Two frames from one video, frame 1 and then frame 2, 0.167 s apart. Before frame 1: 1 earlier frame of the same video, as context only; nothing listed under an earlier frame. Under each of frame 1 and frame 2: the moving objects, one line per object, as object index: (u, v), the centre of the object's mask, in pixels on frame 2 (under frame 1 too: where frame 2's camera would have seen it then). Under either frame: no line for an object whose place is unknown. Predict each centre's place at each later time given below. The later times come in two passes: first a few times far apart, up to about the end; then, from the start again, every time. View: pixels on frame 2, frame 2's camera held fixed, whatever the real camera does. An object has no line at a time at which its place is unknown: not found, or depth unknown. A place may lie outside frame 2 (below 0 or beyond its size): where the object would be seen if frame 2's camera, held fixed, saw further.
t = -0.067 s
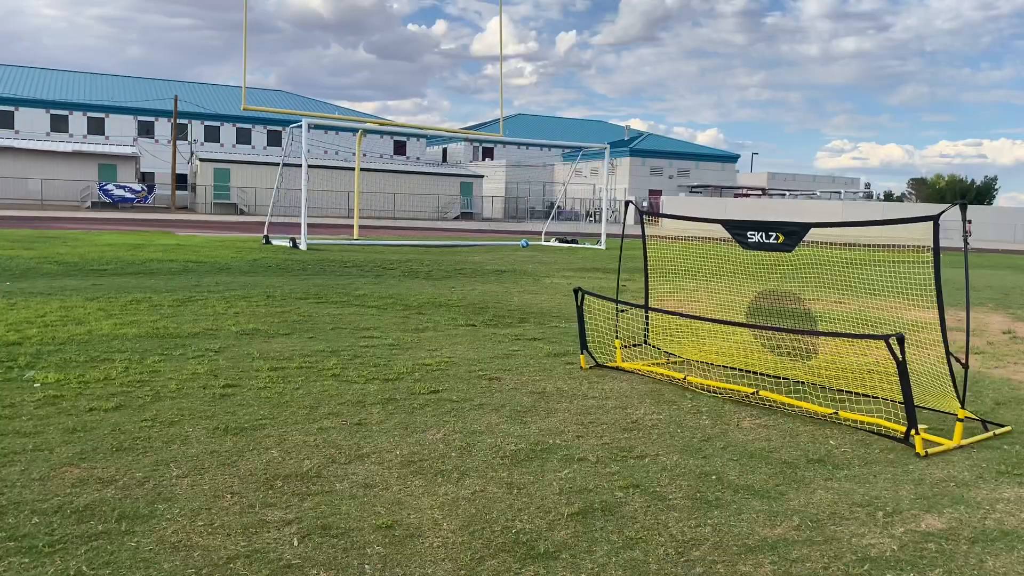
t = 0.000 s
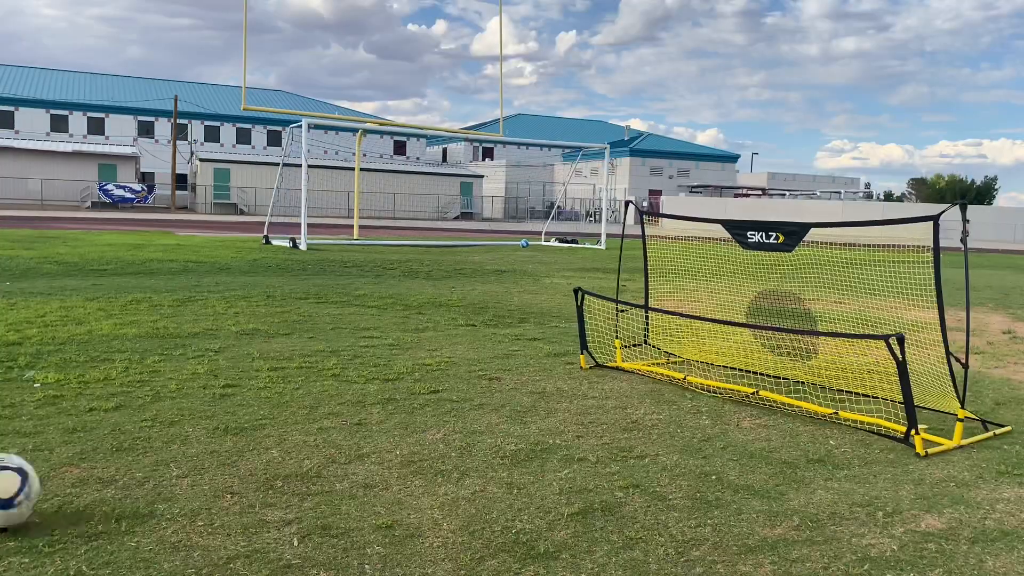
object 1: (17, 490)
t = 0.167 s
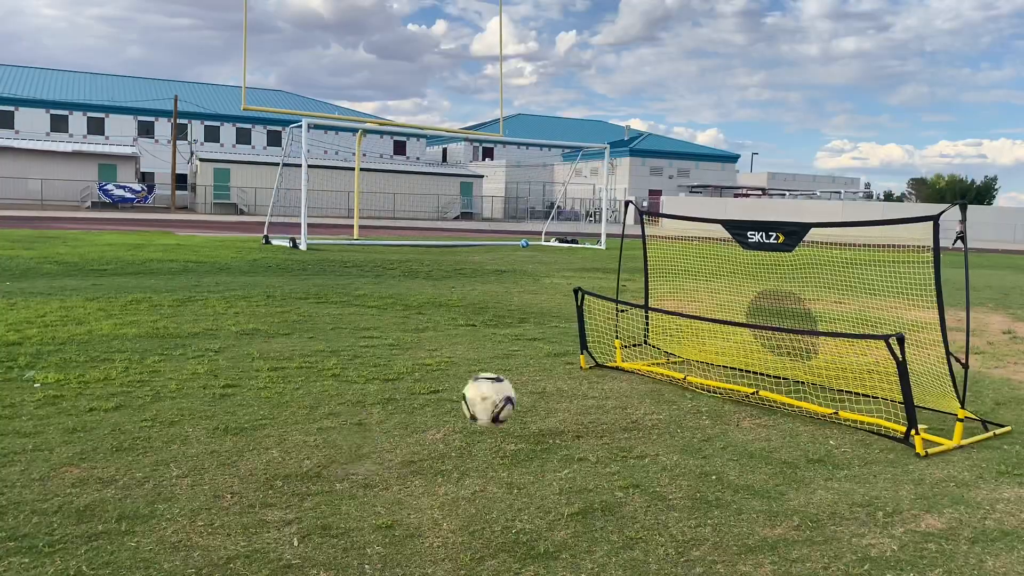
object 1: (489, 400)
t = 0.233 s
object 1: (596, 368)
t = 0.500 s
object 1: (686, 349)
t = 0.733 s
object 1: (518, 369)
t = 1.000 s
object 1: (344, 376)
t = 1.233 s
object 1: (143, 411)
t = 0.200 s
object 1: (545, 380)
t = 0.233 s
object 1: (596, 368)
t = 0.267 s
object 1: (643, 359)
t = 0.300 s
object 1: (684, 354)
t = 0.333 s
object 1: (721, 350)
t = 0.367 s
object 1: (749, 348)
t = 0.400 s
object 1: (752, 343)
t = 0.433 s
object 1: (733, 343)
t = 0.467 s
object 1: (711, 346)
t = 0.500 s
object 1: (686, 349)
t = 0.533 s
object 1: (661, 356)
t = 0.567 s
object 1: (635, 365)
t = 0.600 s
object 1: (607, 378)
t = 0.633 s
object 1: (578, 392)
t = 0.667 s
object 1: (556, 391)
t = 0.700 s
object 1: (537, 378)
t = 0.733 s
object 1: (518, 369)
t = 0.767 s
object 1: (498, 360)
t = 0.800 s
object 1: (479, 356)
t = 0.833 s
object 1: (457, 351)
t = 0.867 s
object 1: (436, 351)
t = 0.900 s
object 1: (414, 354)
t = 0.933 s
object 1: (391, 360)
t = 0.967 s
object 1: (368, 367)
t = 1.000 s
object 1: (344, 376)
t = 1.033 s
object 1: (319, 391)
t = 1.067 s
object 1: (294, 410)
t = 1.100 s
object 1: (268, 429)
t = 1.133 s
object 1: (239, 421)
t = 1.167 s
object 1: (208, 415)
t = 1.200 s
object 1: (176, 411)
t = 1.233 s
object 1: (143, 411)
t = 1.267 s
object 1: (108, 413)
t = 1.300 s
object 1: (73, 420)
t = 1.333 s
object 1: (38, 430)
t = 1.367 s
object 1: (18, 442)
